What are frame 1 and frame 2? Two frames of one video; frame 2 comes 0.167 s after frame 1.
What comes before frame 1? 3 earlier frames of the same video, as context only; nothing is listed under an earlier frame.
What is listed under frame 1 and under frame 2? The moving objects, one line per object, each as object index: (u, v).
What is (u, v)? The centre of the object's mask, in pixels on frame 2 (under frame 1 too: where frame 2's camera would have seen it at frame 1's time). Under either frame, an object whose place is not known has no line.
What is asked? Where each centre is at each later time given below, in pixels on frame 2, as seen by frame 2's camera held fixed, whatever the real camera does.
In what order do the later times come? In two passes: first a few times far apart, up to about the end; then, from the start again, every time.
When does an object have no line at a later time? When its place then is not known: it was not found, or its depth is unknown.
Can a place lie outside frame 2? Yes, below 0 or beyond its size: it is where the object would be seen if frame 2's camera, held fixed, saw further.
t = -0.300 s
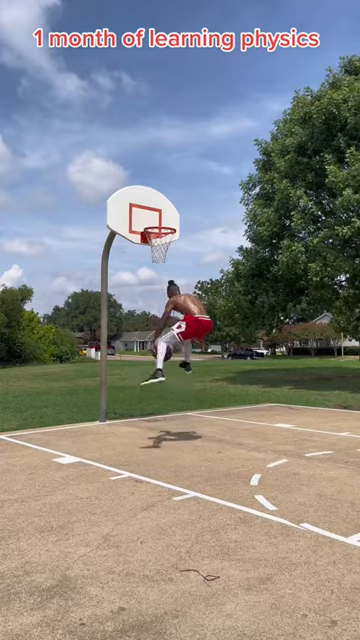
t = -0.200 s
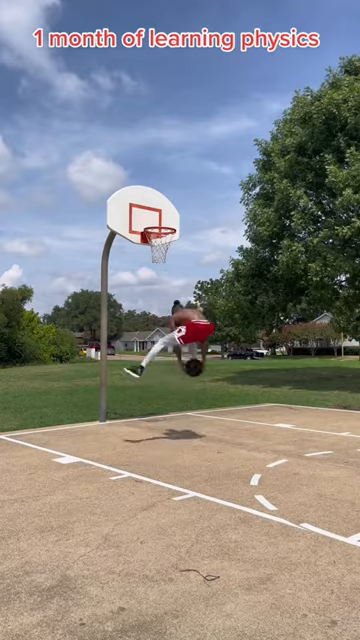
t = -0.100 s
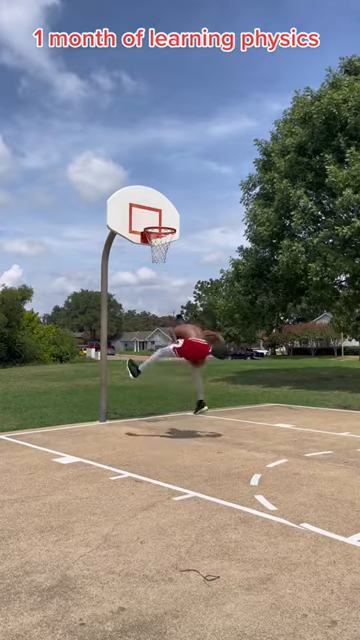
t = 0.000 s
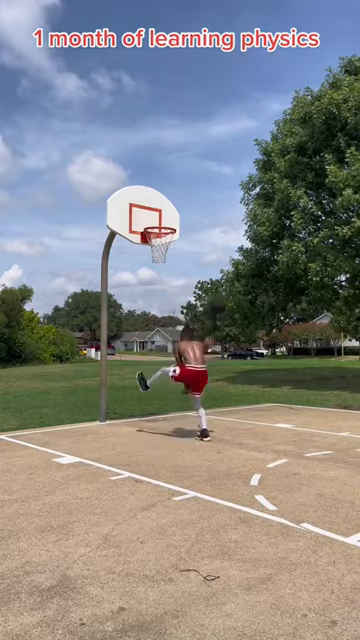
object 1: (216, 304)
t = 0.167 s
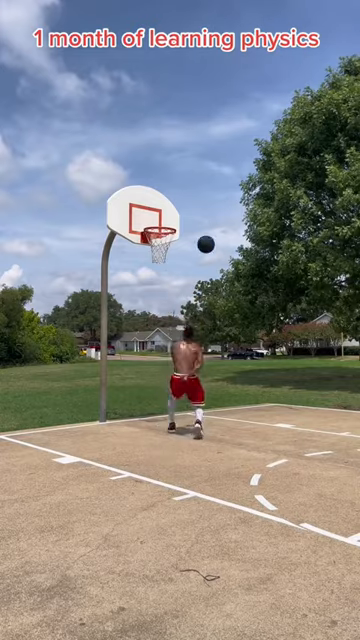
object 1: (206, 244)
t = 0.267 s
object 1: (199, 219)
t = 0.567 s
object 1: (181, 187)
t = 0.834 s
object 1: (166, 211)
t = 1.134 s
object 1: (159, 256)
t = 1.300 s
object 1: (161, 283)
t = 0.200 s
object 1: (204, 235)
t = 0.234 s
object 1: (201, 226)
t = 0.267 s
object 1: (199, 219)
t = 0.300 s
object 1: (197, 212)
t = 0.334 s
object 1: (195, 206)
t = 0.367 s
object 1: (193, 201)
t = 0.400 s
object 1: (191, 197)
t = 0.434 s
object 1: (189, 193)
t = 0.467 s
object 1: (187, 191)
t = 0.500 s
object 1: (185, 189)
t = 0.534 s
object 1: (183, 188)
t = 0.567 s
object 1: (181, 187)
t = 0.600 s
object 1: (179, 188)
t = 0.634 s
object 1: (177, 189)
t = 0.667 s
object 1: (175, 191)
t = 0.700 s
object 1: (173, 193)
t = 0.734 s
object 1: (171, 197)
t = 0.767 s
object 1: (169, 201)
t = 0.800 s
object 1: (167, 205)
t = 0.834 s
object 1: (166, 211)
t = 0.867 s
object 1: (164, 217)
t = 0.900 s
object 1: (162, 221)
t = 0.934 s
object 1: (160, 231)
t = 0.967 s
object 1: (159, 239)
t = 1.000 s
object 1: (158, 243)
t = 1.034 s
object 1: (158, 247)
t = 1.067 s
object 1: (158, 249)
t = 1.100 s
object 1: (159, 252)
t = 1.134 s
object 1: (159, 256)
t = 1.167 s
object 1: (159, 260)
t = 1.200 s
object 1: (160, 264)
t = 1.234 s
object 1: (160, 270)
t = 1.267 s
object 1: (161, 276)
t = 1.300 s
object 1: (161, 283)
